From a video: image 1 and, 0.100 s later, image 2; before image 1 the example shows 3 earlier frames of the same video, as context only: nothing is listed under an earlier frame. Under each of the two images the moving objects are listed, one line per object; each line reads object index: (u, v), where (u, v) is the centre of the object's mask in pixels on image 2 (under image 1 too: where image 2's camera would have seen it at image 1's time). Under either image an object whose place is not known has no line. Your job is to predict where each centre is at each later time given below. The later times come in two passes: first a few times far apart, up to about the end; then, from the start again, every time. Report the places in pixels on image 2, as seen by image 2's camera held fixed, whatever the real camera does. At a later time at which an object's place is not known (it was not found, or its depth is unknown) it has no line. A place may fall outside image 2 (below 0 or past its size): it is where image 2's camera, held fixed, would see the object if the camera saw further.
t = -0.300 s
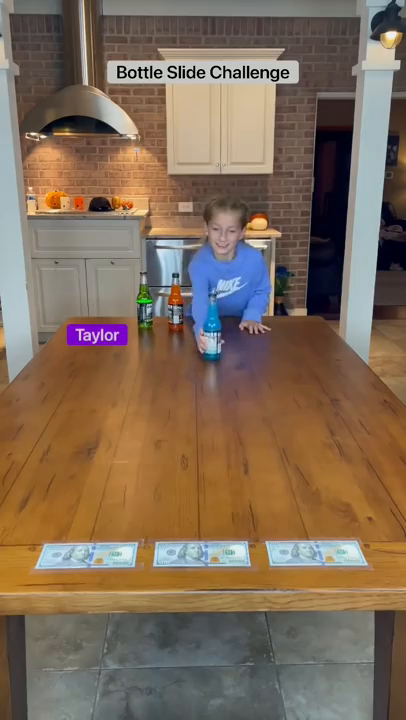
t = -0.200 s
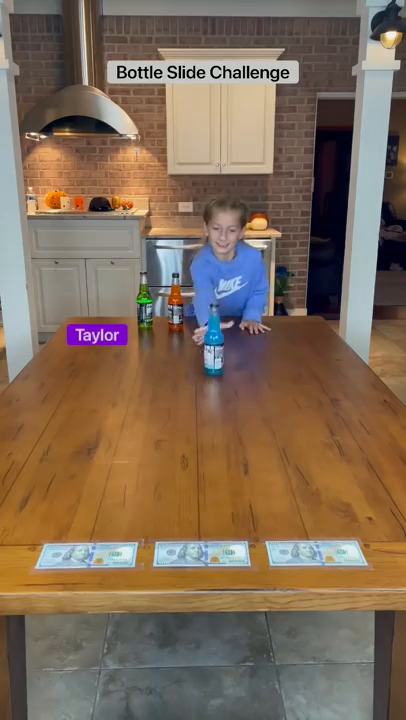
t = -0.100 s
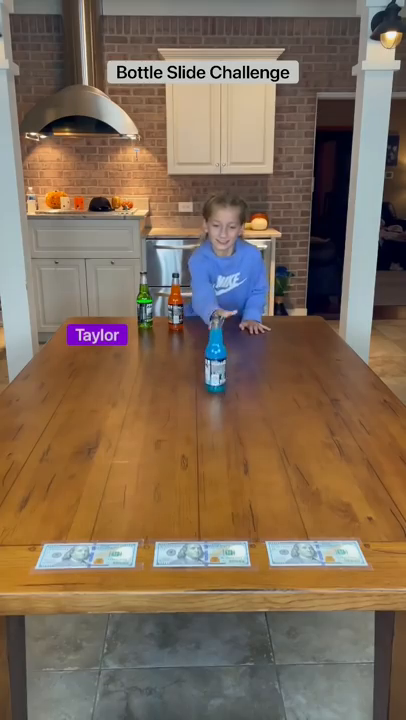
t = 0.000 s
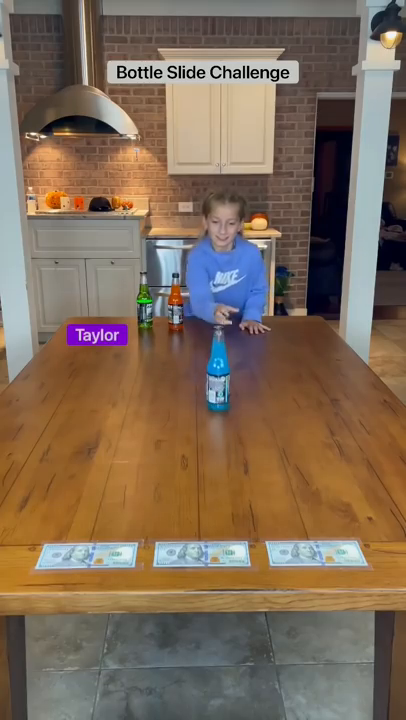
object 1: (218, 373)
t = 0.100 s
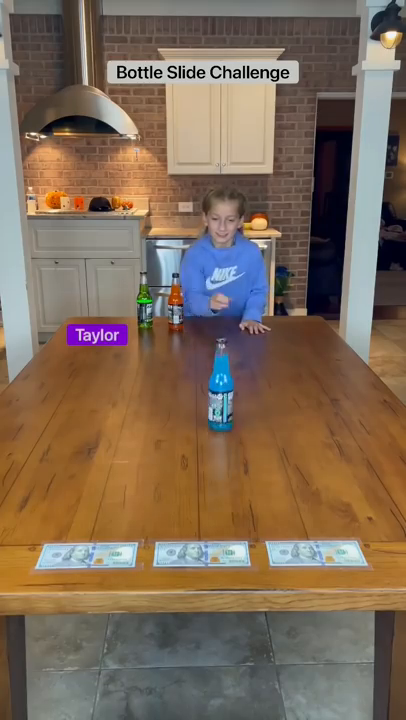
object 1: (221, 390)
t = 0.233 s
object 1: (226, 415)
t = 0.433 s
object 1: (234, 454)
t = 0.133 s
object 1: (222, 396)
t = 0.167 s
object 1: (223, 402)
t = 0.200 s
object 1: (224, 409)
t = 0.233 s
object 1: (226, 415)
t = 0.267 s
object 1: (226, 421)
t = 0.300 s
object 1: (228, 428)
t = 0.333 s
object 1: (229, 434)
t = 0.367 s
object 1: (231, 441)
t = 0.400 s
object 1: (232, 448)
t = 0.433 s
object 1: (234, 454)
